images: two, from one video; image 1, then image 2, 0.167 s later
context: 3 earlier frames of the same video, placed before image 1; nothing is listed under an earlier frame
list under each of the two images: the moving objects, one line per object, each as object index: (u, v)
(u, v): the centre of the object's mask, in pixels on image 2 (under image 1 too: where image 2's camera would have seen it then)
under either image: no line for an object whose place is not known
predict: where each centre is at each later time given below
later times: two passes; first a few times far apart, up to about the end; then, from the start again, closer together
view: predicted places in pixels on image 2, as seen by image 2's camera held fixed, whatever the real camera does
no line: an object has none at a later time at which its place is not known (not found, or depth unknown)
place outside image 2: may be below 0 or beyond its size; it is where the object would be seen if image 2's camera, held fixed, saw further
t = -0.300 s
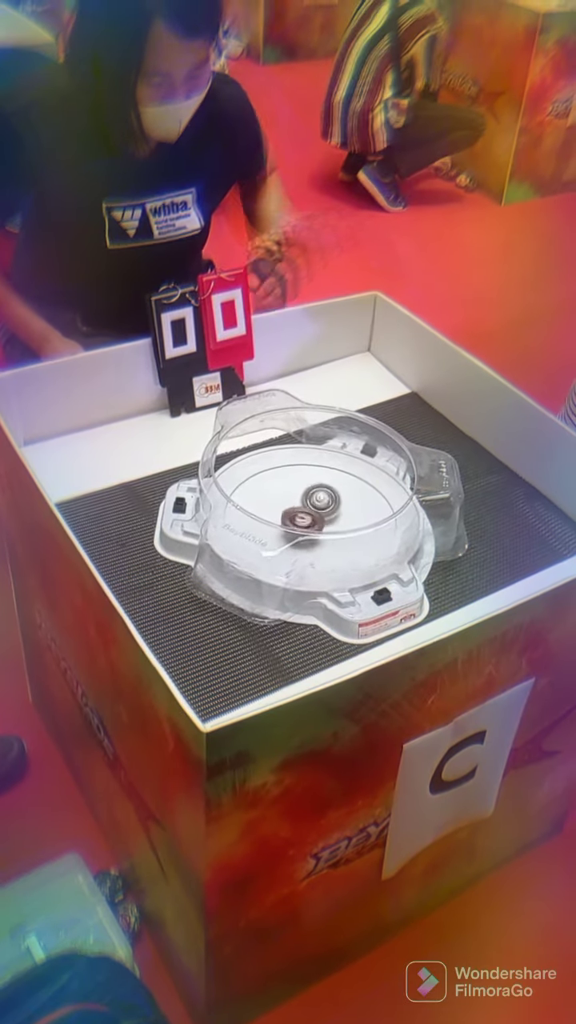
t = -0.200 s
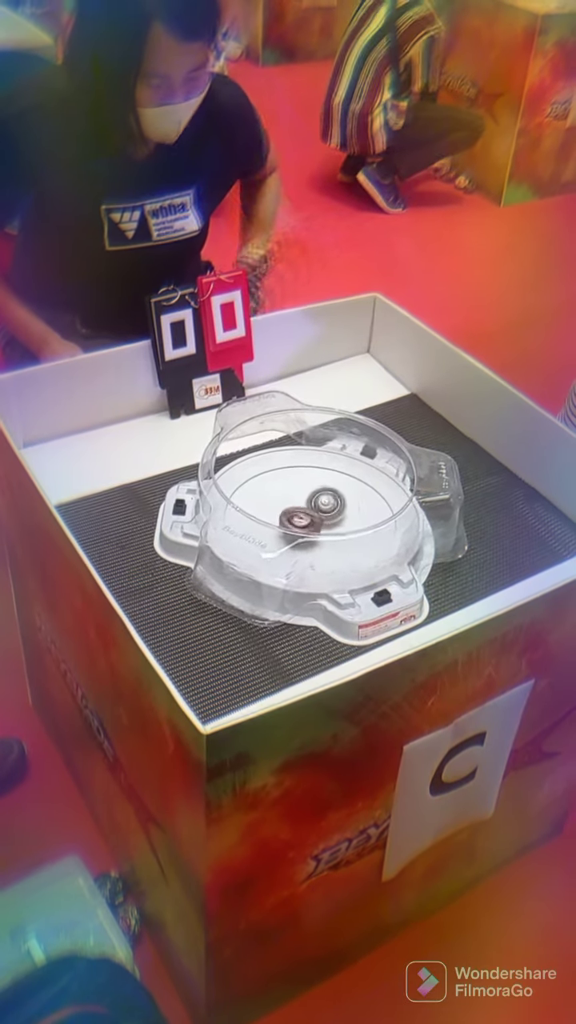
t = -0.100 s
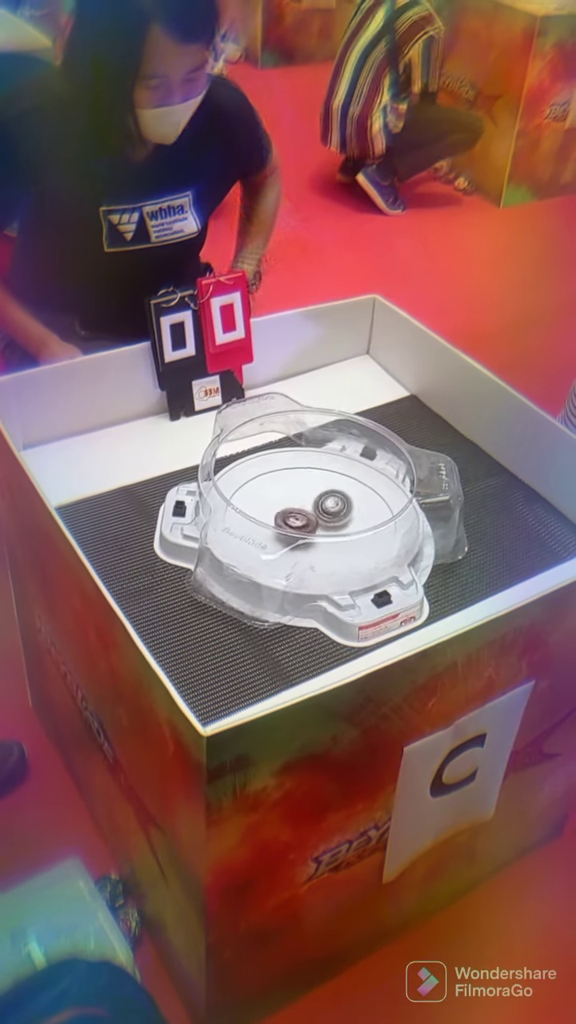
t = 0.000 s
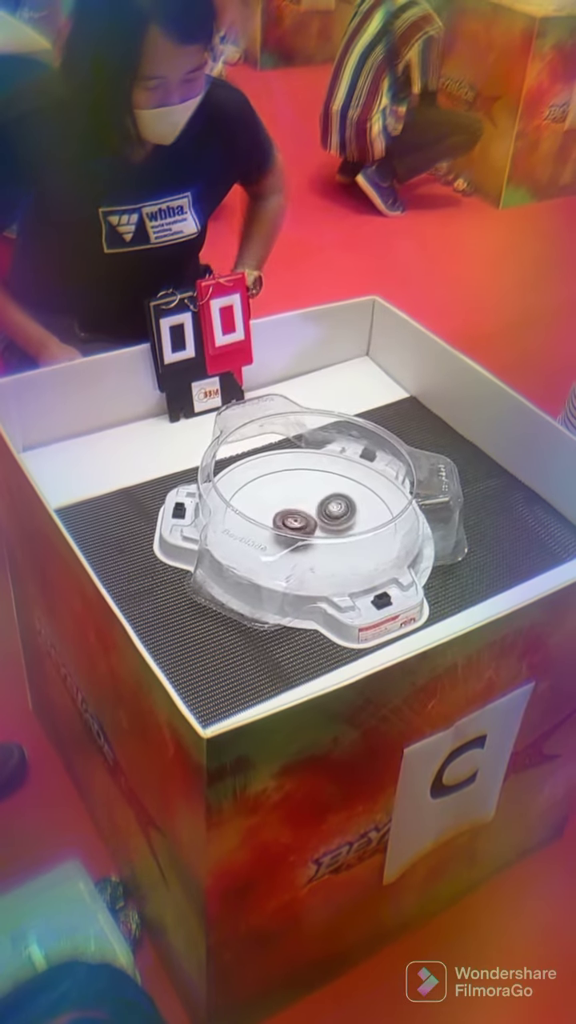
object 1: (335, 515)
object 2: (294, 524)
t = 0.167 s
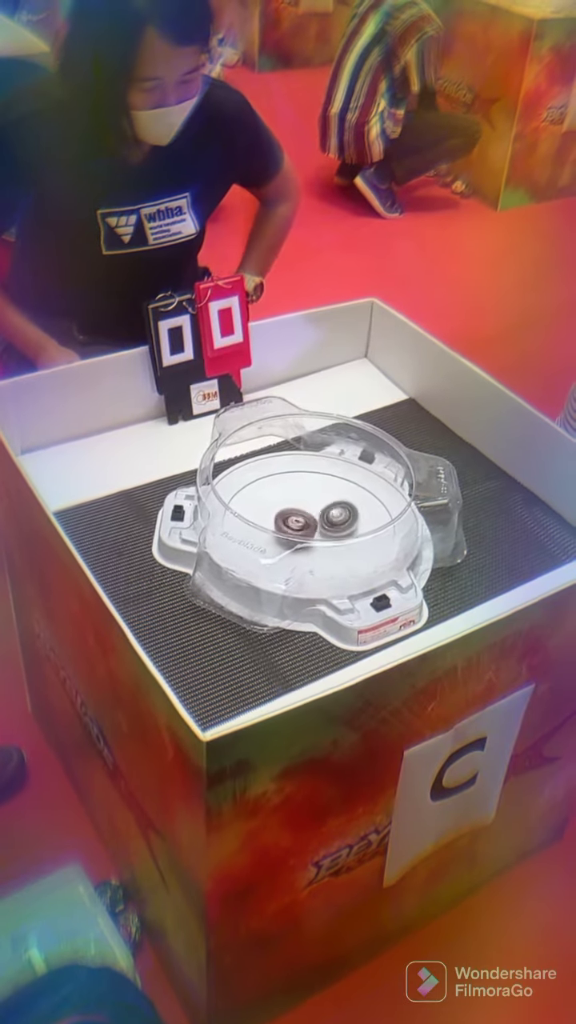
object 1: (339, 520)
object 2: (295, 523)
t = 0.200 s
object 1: (338, 520)
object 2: (296, 522)
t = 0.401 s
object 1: (345, 528)
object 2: (291, 518)
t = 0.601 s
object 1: (338, 535)
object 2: (294, 516)
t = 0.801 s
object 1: (331, 542)
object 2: (302, 514)
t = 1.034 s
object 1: (317, 543)
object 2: (309, 511)
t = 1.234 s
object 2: (318, 513)
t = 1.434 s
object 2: (326, 516)
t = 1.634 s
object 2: (328, 520)
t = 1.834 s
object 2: (324, 525)
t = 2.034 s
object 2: (324, 529)
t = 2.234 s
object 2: (316, 530)
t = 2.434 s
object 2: (305, 530)
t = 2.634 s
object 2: (299, 529)
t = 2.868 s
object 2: (291, 523)
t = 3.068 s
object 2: (292, 520)
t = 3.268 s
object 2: (299, 518)
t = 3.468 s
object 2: (308, 517)
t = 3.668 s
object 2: (308, 516)
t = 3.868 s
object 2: (303, 516)
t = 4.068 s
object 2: (299, 515)
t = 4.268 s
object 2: (293, 509)
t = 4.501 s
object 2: (301, 507)
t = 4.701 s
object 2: (309, 513)
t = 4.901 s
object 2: (315, 519)
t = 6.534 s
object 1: (337, 532)
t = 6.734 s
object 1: (326, 551)
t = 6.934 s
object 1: (317, 555)
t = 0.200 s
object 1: (338, 520)
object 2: (296, 522)
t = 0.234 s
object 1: (339, 521)
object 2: (297, 522)
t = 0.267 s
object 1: (339, 522)
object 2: (297, 521)
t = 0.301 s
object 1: (341, 523)
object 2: (295, 520)
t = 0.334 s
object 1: (344, 526)
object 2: (293, 520)
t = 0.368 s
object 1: (345, 528)
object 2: (291, 519)
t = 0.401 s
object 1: (345, 528)
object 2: (291, 518)
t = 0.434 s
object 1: (344, 529)
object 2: (291, 518)
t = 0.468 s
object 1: (343, 531)
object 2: (292, 518)
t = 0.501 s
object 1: (343, 532)
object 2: (292, 517)
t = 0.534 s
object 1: (341, 533)
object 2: (293, 517)
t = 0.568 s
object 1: (340, 534)
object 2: (293, 517)
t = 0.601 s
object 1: (338, 535)
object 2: (294, 516)
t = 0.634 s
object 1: (337, 536)
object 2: (296, 516)
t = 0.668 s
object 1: (335, 537)
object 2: (297, 516)
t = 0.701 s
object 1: (334, 538)
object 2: (298, 515)
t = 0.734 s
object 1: (333, 539)
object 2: (300, 515)
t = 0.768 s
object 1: (332, 541)
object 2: (301, 514)
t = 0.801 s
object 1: (331, 542)
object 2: (302, 514)
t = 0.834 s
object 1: (330, 543)
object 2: (303, 513)
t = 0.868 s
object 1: (328, 543)
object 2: (304, 512)
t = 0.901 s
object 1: (327, 544)
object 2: (305, 512)
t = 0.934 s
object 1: (324, 544)
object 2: (305, 511)
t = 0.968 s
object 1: (321, 543)
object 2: (306, 511)
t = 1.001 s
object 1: (319, 542)
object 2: (308, 511)
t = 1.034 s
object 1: (317, 543)
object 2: (309, 511)
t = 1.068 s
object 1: (316, 542)
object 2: (311, 511)
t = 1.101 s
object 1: (314, 543)
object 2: (312, 511)
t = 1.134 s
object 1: (311, 543)
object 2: (314, 511)
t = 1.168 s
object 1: (309, 543)
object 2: (315, 511)
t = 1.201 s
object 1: (307, 543)
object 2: (317, 512)
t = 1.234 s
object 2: (318, 513)
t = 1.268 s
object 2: (320, 513)
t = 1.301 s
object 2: (321, 514)
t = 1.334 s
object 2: (322, 515)
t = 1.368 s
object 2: (324, 515)
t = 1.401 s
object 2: (325, 516)
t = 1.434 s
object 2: (326, 516)
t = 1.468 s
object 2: (327, 517)
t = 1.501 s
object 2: (327, 517)
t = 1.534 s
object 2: (328, 518)
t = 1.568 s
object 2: (328, 519)
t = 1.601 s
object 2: (328, 520)
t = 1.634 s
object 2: (328, 520)
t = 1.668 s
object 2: (328, 521)
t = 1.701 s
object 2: (328, 522)
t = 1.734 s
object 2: (327, 523)
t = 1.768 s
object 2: (326, 524)
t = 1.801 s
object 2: (325, 524)
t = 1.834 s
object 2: (324, 525)
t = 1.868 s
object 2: (324, 526)
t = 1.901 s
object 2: (323, 526)
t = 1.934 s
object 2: (324, 527)
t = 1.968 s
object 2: (324, 528)
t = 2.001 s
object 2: (324, 528)
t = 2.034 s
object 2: (324, 529)
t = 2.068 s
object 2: (323, 529)
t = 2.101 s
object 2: (322, 530)
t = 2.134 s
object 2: (321, 530)
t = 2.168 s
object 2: (319, 530)
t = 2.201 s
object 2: (318, 530)
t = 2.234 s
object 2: (316, 530)
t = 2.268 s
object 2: (315, 530)
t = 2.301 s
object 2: (313, 530)
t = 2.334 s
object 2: (311, 529)
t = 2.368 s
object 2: (308, 529)
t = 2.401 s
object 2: (307, 530)
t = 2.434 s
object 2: (305, 530)
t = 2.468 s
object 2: (304, 530)
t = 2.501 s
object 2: (303, 530)
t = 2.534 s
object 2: (302, 529)
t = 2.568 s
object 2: (301, 529)
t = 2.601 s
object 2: (300, 529)
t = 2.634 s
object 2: (299, 529)
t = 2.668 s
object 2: (298, 528)
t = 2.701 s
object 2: (296, 527)
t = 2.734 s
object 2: (294, 526)
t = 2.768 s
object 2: (293, 525)
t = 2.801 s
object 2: (292, 524)
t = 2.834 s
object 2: (291, 524)
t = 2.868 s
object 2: (291, 523)
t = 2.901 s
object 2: (291, 523)
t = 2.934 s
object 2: (291, 523)
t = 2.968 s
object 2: (291, 522)
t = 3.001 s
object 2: (291, 521)
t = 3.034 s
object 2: (291, 521)
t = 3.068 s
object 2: (292, 520)
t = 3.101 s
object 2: (293, 519)
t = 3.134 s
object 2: (294, 519)
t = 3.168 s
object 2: (295, 518)
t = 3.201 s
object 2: (296, 518)
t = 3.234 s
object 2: (298, 518)
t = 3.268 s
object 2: (299, 518)
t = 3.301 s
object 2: (301, 517)
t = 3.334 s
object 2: (302, 517)
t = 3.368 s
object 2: (304, 517)
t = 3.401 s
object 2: (306, 517)
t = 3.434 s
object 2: (307, 517)
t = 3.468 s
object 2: (308, 517)
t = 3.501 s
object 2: (308, 516)
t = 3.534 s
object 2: (308, 516)
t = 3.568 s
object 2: (309, 517)
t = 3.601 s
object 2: (308, 517)
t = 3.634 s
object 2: (308, 517)
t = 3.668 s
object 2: (308, 516)
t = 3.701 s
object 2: (307, 516)
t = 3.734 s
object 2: (307, 516)
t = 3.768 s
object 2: (306, 516)
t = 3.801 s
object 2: (306, 516)
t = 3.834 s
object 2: (305, 516)
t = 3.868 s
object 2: (303, 516)
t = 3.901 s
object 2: (302, 516)
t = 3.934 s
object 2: (301, 516)
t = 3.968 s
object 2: (301, 516)
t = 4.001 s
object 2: (300, 516)
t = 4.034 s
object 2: (299, 515)
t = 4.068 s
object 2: (299, 515)
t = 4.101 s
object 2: (298, 514)
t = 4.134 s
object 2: (296, 513)
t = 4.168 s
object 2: (294, 511)
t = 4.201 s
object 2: (294, 510)
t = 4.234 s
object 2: (293, 510)
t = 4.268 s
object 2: (293, 509)
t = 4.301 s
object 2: (293, 508)
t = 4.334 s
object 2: (294, 508)
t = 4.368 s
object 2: (295, 507)
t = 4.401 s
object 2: (296, 507)
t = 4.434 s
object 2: (297, 506)
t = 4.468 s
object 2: (299, 506)
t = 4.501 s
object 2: (301, 507)
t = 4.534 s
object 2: (303, 508)
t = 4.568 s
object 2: (303, 508)
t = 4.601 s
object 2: (305, 510)
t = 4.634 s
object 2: (307, 510)
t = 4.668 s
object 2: (308, 512)
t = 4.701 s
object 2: (309, 513)
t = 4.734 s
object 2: (311, 514)
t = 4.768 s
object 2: (312, 515)
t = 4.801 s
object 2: (313, 516)
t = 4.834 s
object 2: (314, 517)
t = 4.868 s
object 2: (314, 518)
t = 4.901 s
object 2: (315, 519)
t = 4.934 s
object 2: (315, 519)
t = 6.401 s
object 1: (337, 518)
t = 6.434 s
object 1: (338, 521)
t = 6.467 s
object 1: (338, 523)
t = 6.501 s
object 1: (338, 525)
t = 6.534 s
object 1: (337, 532)
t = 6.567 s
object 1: (335, 536)
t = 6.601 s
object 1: (334, 541)
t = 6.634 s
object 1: (332, 544)
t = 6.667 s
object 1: (330, 547)
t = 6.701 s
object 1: (328, 549)
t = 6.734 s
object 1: (326, 551)
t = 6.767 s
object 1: (324, 553)
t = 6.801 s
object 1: (322, 555)
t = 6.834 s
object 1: (321, 556)
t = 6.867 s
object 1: (319, 556)
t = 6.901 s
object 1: (317, 556)
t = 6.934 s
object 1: (317, 555)
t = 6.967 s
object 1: (316, 555)
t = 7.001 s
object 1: (315, 554)
